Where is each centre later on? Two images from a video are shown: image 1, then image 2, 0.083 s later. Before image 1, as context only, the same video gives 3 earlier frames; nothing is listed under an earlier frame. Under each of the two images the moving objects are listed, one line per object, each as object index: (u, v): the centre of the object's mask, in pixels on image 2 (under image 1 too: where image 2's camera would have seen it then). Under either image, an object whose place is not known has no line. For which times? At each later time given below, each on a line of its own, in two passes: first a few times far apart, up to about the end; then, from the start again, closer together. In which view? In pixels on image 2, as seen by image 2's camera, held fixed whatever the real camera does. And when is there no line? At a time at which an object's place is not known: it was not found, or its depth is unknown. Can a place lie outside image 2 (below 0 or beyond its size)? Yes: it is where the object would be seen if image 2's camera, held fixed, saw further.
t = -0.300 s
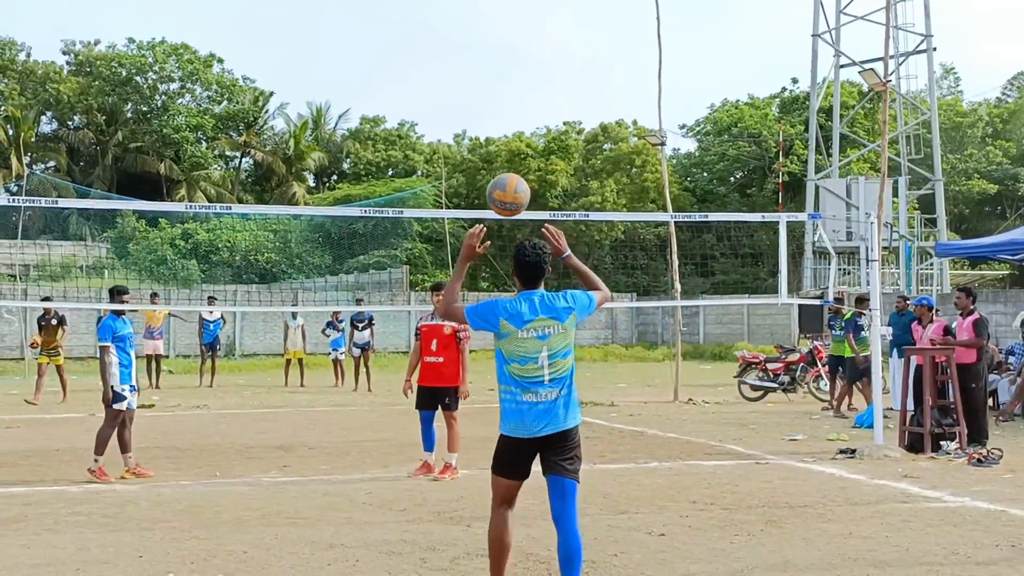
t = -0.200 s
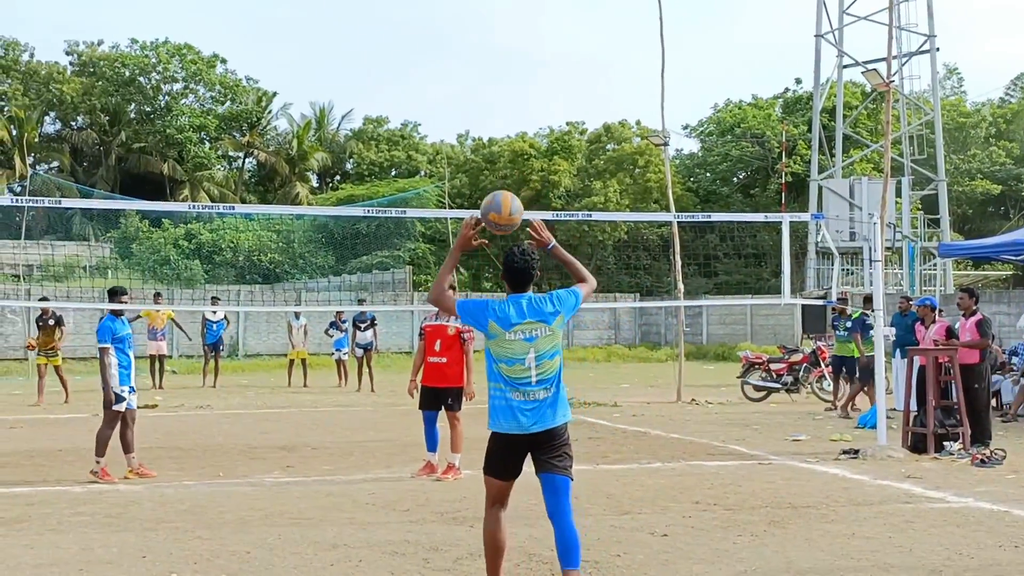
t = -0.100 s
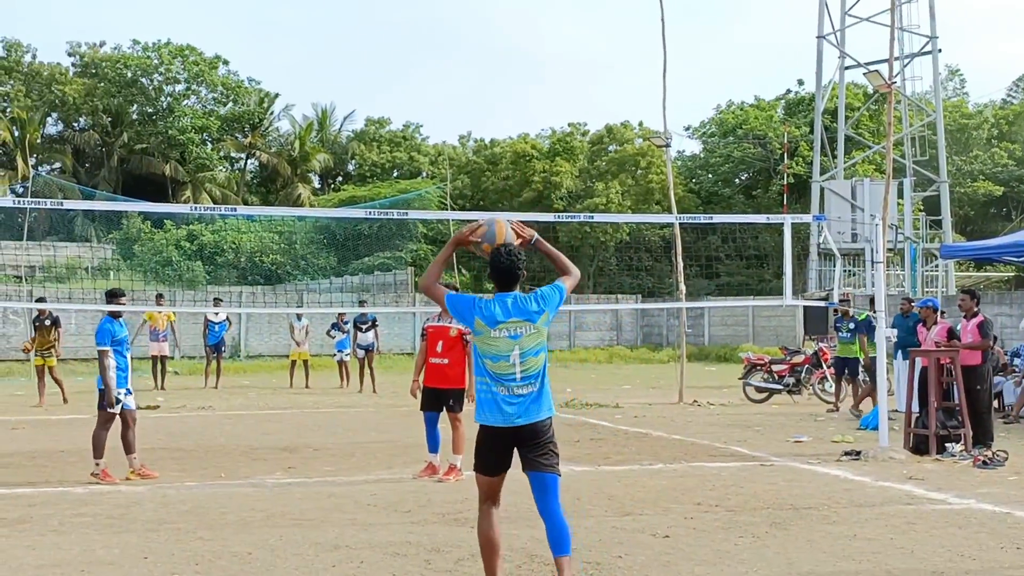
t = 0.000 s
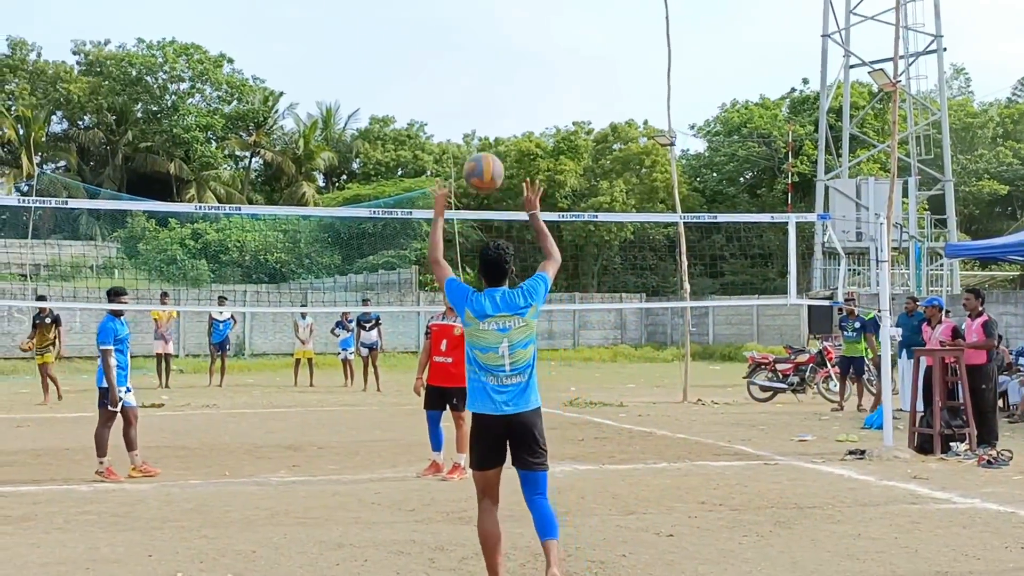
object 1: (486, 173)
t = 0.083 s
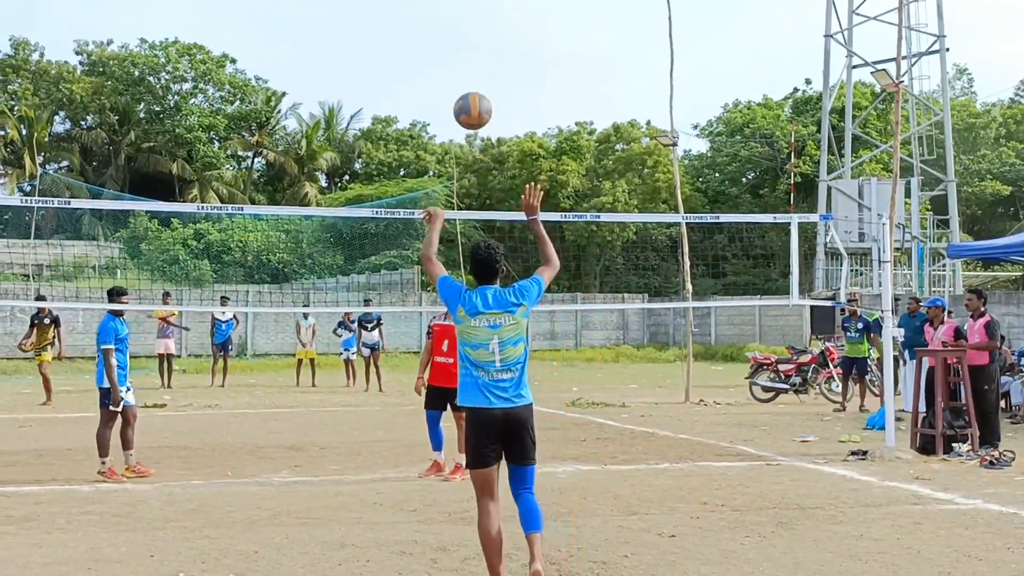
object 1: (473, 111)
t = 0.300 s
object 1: (444, 26)
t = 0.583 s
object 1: (416, 38)
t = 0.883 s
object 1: (394, 152)
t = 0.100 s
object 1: (470, 101)
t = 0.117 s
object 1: (467, 91)
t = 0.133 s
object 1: (465, 82)
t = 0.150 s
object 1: (463, 74)
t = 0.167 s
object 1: (460, 66)
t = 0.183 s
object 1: (458, 59)
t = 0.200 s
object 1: (456, 53)
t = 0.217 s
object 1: (454, 47)
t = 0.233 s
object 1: (451, 42)
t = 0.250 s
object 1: (449, 37)
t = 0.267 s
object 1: (448, 33)
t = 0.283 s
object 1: (446, 29)
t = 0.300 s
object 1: (444, 26)
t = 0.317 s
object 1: (442, 23)
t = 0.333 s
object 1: (440, 21)
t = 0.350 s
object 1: (438, 19)
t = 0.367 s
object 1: (436, 18)
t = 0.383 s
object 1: (435, 17)
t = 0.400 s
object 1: (433, 16)
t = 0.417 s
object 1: (431, 16)
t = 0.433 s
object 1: (430, 17)
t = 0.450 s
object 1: (428, 17)
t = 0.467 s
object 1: (427, 18)
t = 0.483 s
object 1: (425, 20)
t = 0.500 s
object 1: (424, 22)
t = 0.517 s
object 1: (422, 25)
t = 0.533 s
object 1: (420, 27)
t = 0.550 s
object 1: (419, 30)
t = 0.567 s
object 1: (417, 34)
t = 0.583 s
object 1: (416, 38)
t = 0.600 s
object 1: (415, 41)
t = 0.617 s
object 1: (413, 46)
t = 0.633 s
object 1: (412, 51)
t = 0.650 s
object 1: (410, 56)
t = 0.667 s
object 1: (409, 61)
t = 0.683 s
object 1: (408, 66)
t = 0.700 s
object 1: (407, 72)
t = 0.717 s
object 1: (405, 79)
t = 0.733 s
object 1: (404, 85)
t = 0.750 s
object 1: (403, 91)
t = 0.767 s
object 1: (402, 98)
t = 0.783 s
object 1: (401, 106)
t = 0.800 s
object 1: (399, 113)
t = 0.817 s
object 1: (399, 120)
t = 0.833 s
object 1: (398, 128)
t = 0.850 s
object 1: (397, 136)
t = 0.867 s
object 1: (396, 144)
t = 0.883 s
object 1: (394, 152)
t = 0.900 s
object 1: (393, 162)
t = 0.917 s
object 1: (392, 170)
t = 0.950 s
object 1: (389, 190)
